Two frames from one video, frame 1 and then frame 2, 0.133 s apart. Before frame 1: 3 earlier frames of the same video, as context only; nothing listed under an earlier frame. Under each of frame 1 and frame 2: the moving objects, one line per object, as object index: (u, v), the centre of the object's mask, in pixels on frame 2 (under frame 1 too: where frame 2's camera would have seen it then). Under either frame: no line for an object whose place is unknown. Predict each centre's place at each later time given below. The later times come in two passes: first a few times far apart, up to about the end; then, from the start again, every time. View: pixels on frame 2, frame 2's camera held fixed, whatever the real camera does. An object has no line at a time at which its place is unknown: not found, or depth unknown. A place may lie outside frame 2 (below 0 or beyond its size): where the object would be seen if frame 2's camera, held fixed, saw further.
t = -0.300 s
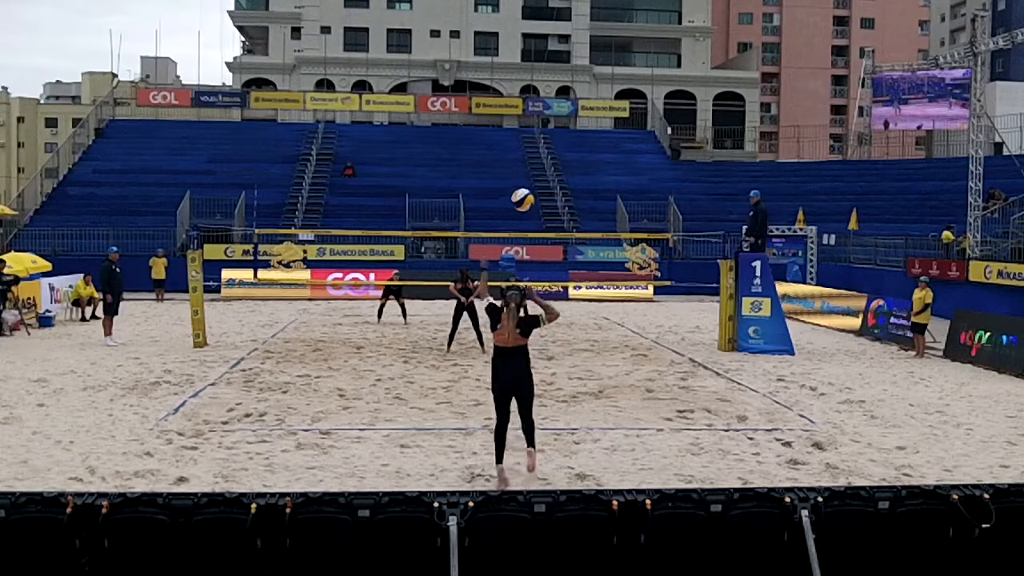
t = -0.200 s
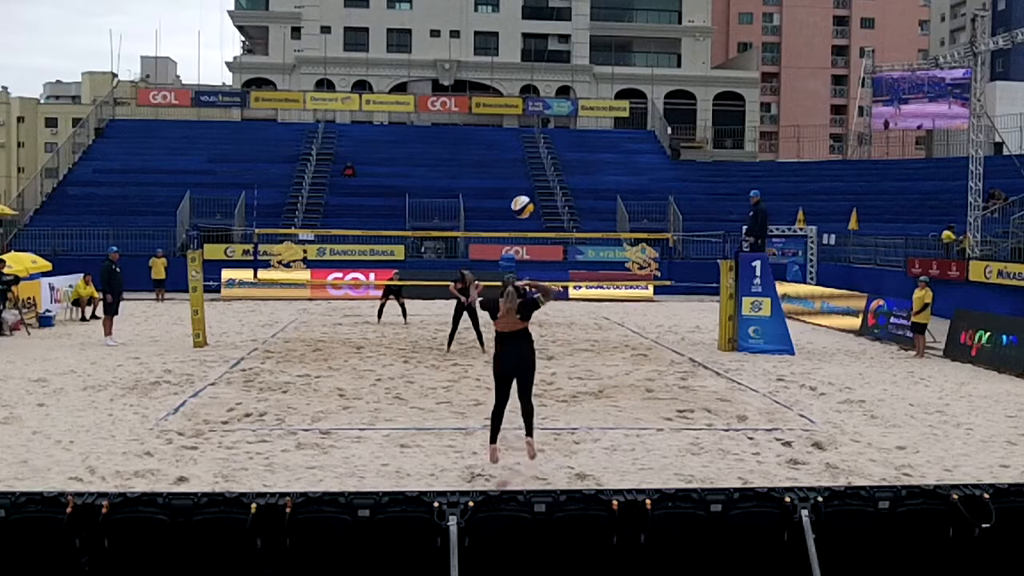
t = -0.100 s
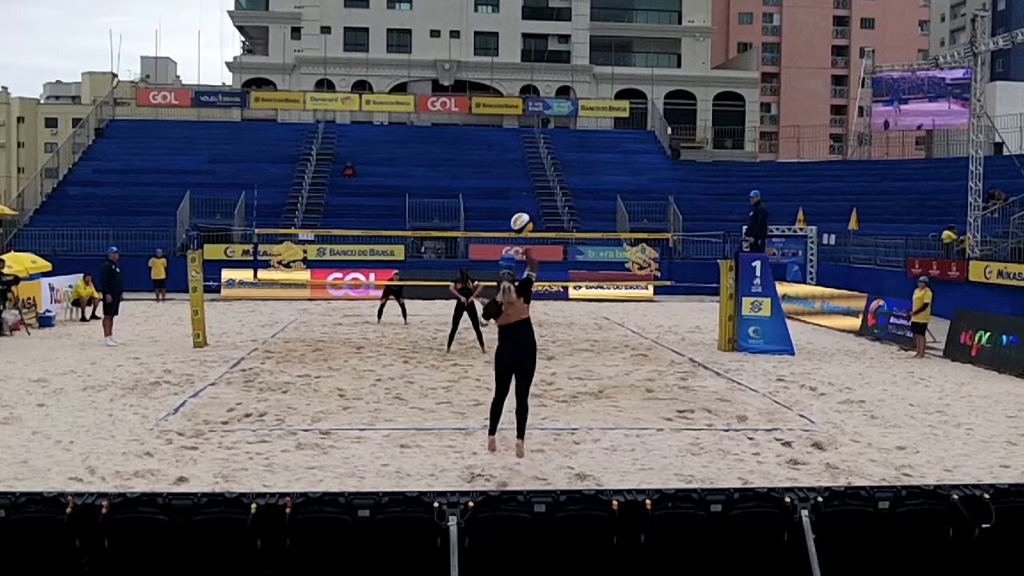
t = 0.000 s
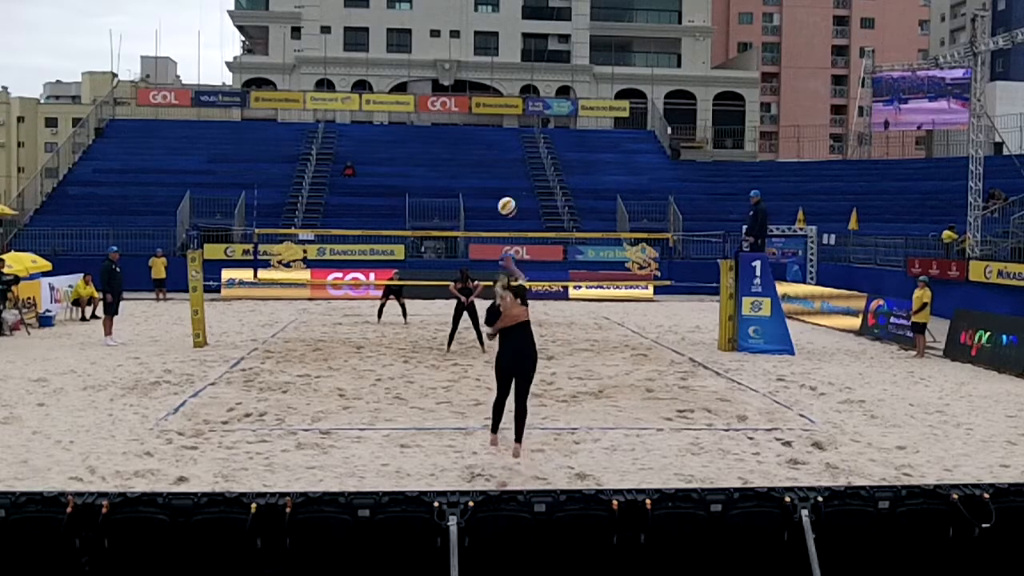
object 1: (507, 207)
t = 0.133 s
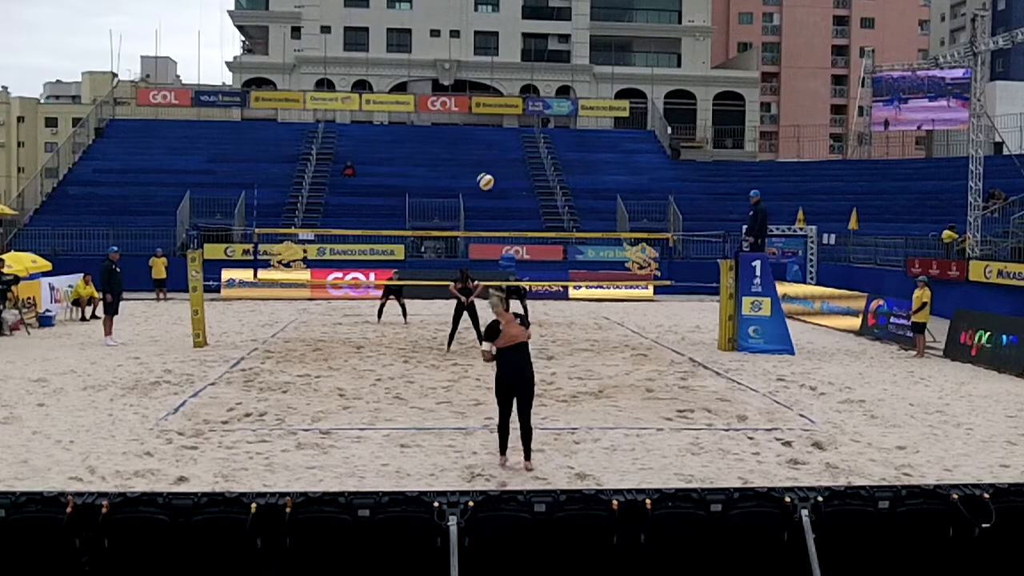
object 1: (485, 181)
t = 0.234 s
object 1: (474, 172)
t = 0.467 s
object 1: (453, 178)
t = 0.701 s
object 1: (439, 212)
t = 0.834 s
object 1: (432, 240)
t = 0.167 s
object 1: (481, 177)
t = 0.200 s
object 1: (477, 175)
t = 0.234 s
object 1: (474, 172)
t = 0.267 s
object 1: (470, 171)
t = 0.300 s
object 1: (467, 171)
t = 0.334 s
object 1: (464, 170)
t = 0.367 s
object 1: (461, 171)
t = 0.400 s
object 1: (458, 173)
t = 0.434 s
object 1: (455, 175)
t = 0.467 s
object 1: (453, 178)
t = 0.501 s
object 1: (451, 181)
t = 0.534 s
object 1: (449, 185)
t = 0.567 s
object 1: (447, 190)
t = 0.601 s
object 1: (445, 195)
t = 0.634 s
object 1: (443, 200)
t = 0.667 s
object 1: (441, 206)
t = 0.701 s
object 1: (439, 212)
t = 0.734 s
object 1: (437, 218)
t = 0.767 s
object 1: (435, 225)
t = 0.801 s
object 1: (433, 230)
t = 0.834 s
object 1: (432, 240)
